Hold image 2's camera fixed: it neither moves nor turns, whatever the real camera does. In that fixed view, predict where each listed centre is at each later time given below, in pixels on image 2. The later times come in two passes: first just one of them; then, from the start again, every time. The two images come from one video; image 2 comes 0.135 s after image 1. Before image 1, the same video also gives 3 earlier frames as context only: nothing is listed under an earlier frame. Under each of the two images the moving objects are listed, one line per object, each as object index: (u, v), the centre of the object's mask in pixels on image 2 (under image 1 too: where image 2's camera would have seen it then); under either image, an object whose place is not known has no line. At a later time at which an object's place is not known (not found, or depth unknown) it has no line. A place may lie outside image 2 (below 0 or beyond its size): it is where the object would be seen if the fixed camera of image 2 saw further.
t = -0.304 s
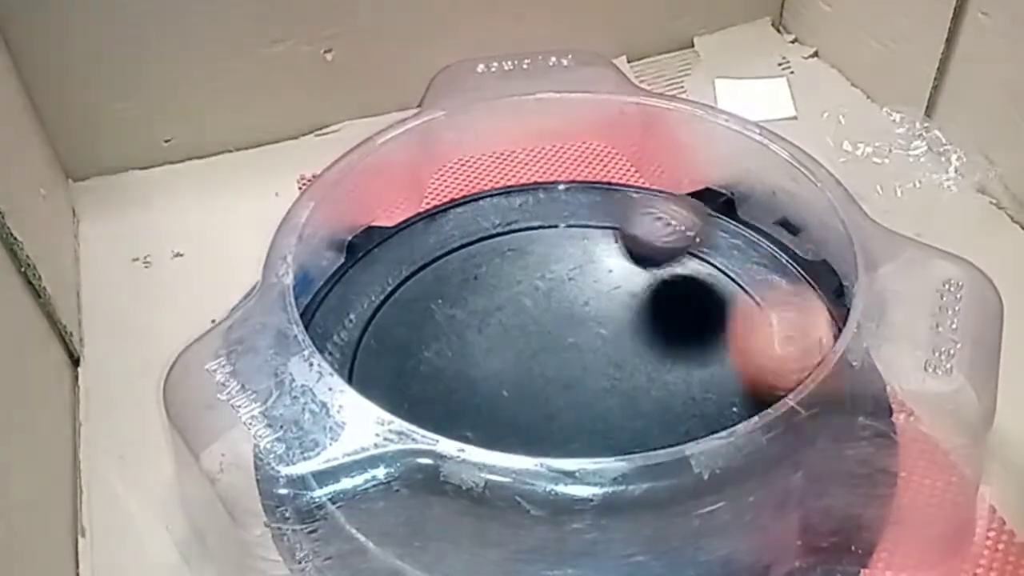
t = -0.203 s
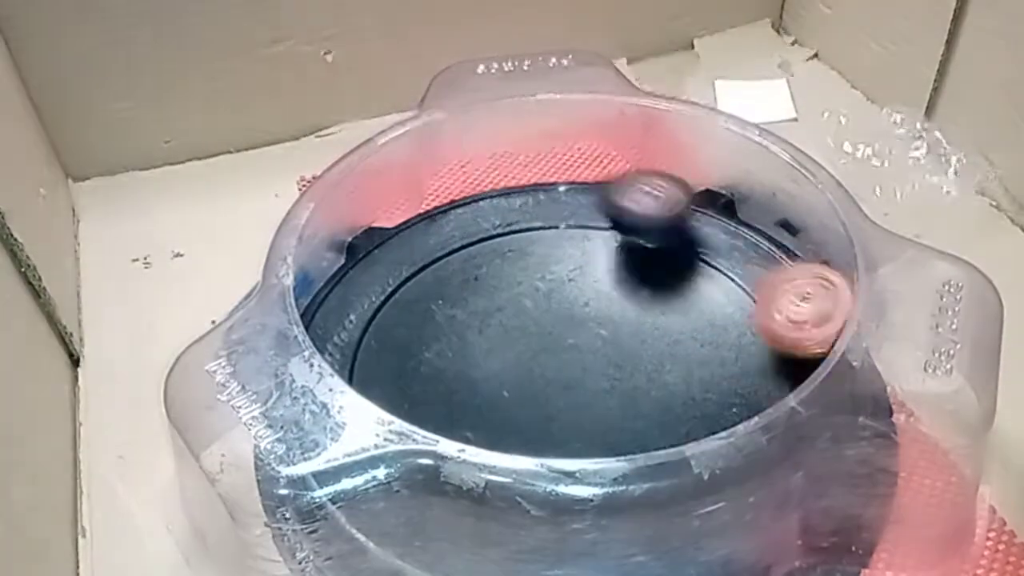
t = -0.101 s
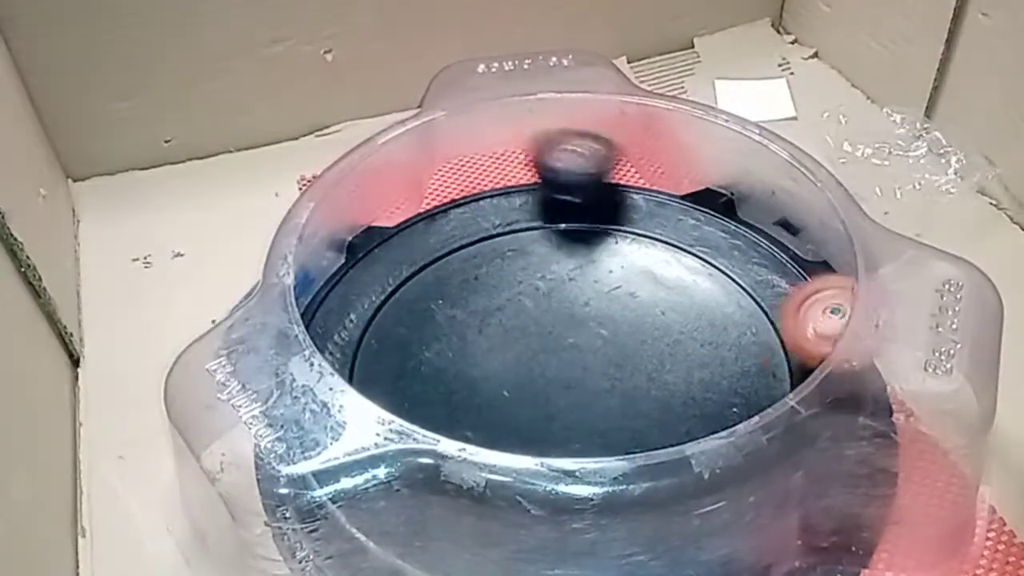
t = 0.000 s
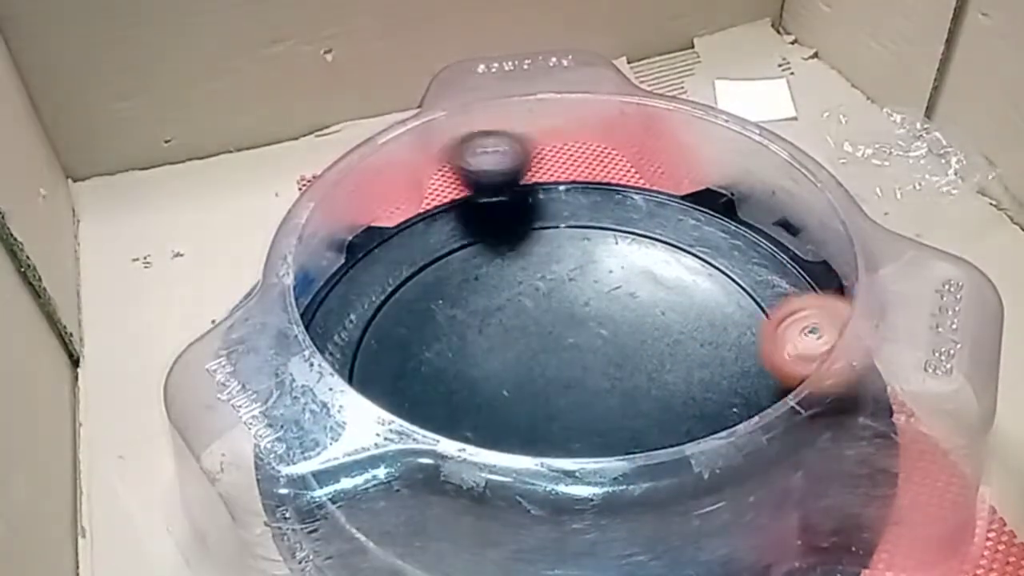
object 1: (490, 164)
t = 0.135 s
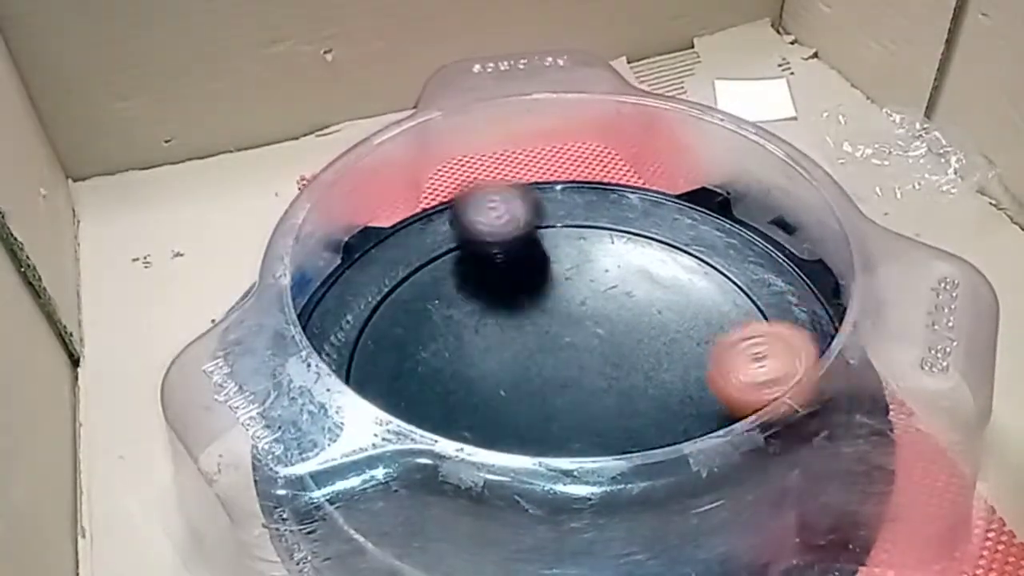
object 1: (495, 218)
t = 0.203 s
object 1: (519, 272)
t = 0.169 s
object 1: (506, 242)
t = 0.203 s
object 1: (519, 272)
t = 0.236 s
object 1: (530, 303)
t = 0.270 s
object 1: (540, 334)
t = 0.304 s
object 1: (534, 360)
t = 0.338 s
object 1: (447, 335)
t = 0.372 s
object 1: (370, 305)
